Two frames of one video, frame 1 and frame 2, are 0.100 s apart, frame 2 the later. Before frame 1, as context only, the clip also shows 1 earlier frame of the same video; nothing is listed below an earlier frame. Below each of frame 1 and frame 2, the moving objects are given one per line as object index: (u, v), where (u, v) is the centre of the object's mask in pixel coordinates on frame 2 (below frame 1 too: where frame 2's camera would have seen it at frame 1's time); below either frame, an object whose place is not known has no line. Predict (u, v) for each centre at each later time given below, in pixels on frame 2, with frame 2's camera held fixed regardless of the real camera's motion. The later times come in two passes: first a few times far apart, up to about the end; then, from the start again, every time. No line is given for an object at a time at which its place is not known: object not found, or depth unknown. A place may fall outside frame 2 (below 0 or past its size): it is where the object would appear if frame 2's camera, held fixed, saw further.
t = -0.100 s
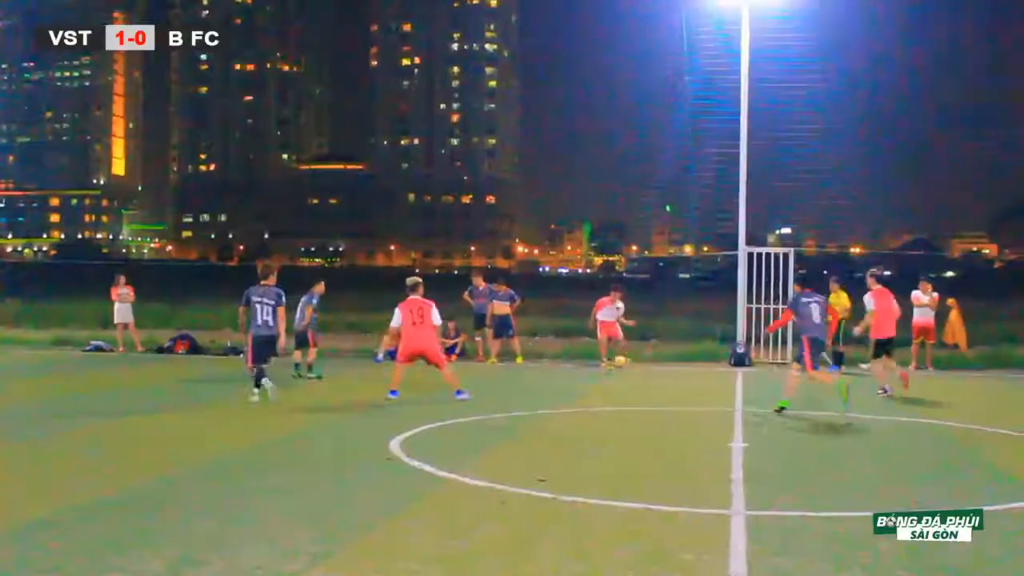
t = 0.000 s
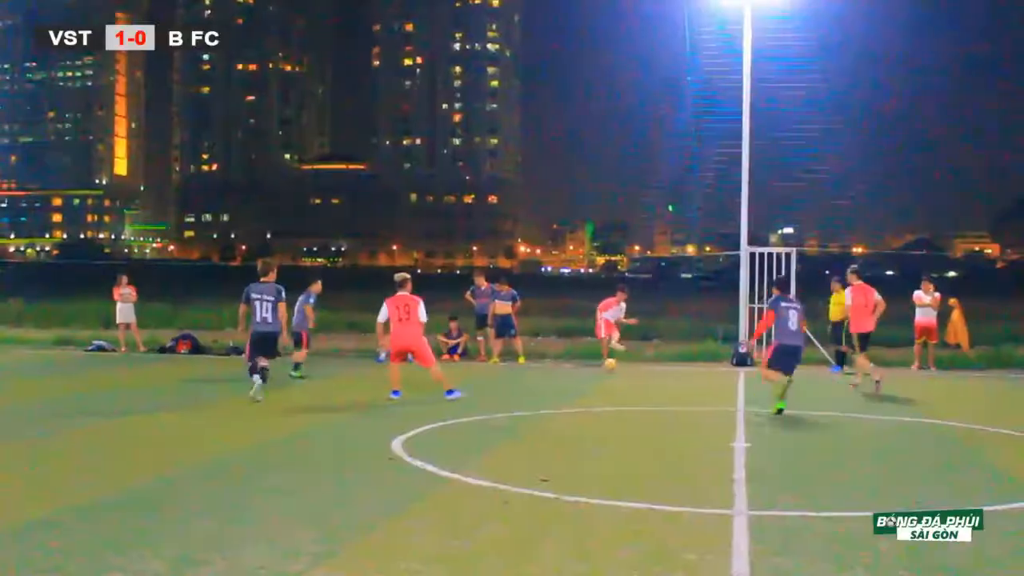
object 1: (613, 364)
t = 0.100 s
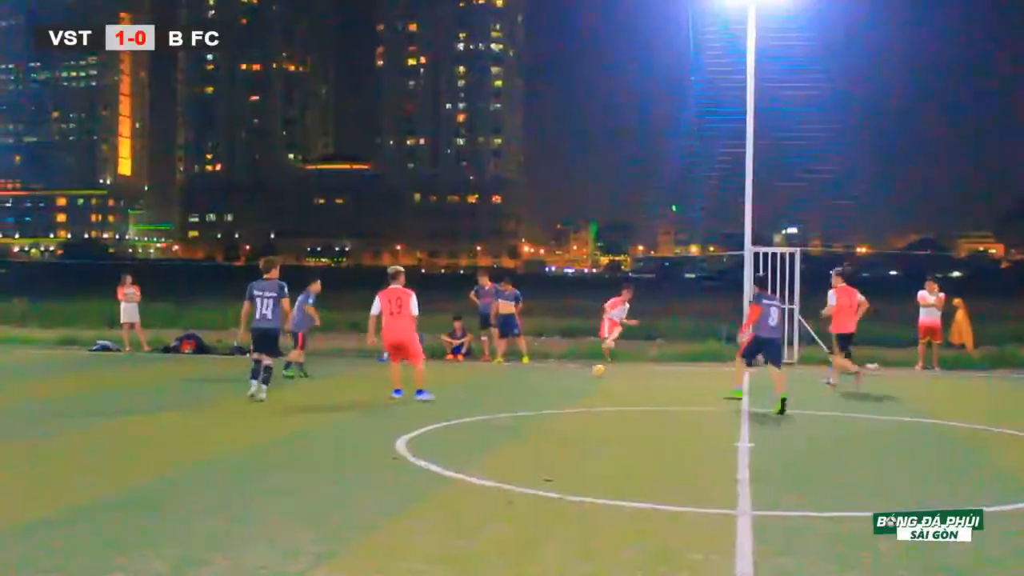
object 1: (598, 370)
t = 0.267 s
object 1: (567, 381)
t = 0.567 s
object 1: (488, 405)
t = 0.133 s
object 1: (592, 373)
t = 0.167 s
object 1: (586, 375)
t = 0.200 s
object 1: (580, 378)
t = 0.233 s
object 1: (573, 380)
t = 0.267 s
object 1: (567, 381)
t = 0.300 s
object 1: (558, 383)
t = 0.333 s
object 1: (551, 386)
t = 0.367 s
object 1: (544, 390)
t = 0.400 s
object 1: (535, 391)
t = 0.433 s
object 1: (526, 392)
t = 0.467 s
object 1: (517, 394)
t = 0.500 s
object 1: (508, 396)
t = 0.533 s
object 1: (498, 401)
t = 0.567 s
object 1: (488, 405)
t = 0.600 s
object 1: (478, 406)
